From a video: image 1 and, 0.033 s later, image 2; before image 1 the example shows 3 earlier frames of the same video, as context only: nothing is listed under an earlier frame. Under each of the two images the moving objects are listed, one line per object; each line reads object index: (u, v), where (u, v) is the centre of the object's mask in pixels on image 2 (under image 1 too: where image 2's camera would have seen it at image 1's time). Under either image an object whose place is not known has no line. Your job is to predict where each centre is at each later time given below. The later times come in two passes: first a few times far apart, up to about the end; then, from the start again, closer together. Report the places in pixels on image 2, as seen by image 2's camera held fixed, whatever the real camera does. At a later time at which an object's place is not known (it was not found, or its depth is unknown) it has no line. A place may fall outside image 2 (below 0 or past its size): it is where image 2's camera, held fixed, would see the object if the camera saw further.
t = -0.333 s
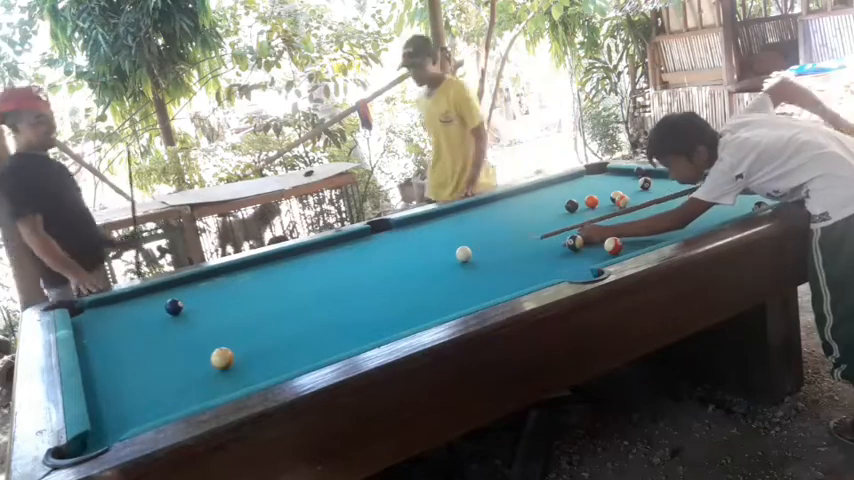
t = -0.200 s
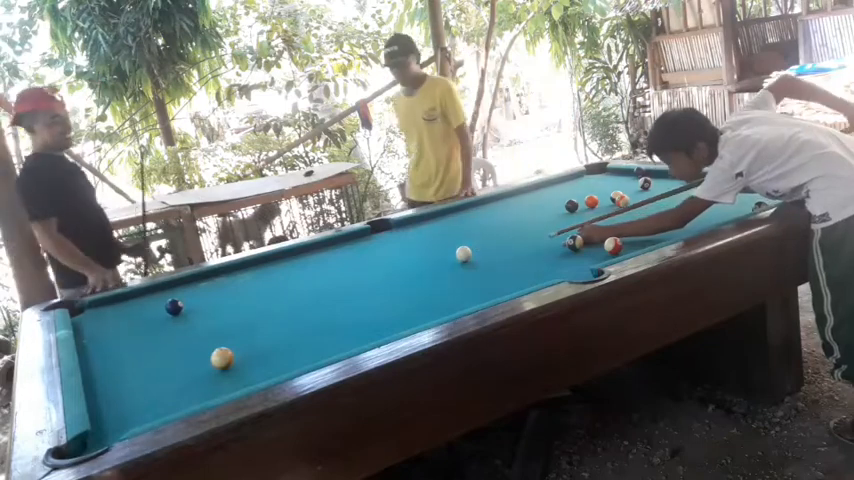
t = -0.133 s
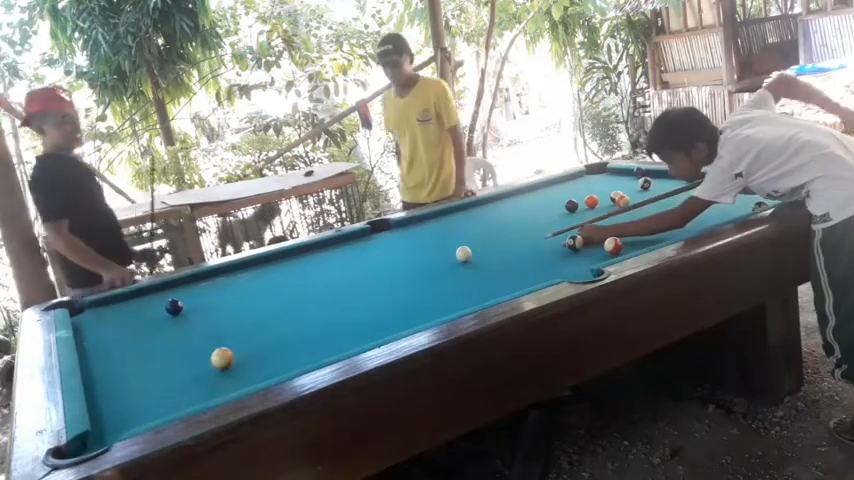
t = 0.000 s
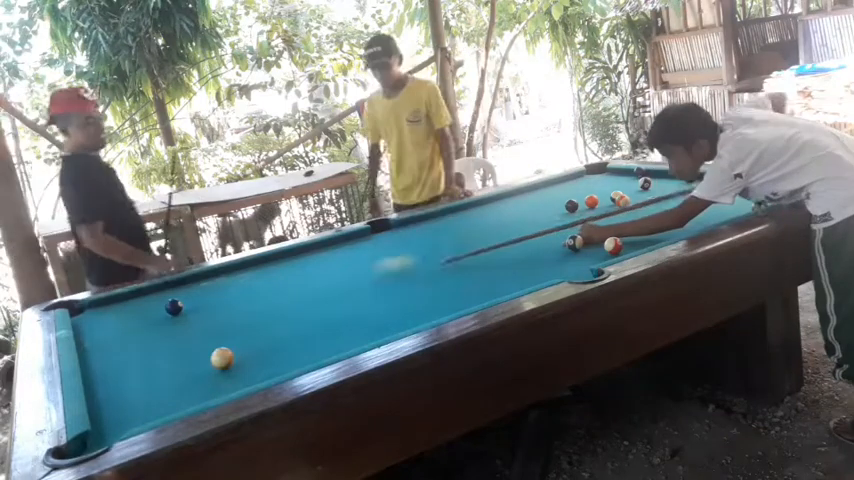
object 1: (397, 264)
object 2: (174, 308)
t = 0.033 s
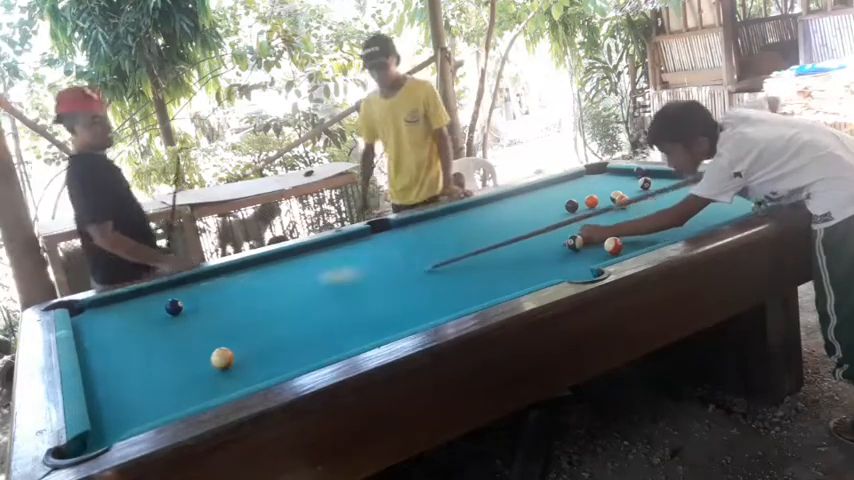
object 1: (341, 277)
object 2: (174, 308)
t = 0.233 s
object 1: (158, 315)
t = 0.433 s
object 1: (90, 360)
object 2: (183, 285)
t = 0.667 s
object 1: (147, 365)
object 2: (280, 268)
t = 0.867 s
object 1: (199, 369)
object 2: (359, 254)
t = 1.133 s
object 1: (275, 370)
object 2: (458, 235)
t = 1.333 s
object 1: (315, 356)
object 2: (528, 223)
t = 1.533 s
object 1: (344, 340)
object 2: (599, 210)
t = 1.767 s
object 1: (371, 321)
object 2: (679, 199)
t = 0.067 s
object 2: (174, 307)
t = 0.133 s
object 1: (186, 304)
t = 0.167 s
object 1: (177, 305)
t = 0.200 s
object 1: (167, 308)
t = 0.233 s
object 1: (158, 315)
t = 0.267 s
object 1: (149, 327)
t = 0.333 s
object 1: (127, 339)
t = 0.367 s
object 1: (116, 348)
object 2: (154, 291)
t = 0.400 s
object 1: (102, 354)
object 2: (168, 287)
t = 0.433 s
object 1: (90, 360)
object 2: (183, 285)
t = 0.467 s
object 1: (97, 360)
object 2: (197, 282)
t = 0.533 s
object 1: (114, 362)
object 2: (225, 277)
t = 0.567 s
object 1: (122, 363)
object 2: (241, 275)
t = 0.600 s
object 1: (130, 364)
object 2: (254, 274)
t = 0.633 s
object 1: (139, 365)
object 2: (267, 271)
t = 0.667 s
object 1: (147, 365)
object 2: (280, 268)
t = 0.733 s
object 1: (164, 366)
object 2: (307, 263)
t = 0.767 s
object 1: (173, 367)
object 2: (320, 261)
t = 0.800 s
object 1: (181, 367)
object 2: (334, 258)
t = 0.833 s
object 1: (190, 368)
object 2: (346, 257)
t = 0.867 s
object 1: (199, 369)
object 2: (359, 254)
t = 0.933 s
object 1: (218, 370)
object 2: (384, 250)
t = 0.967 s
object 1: (228, 370)
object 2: (397, 248)
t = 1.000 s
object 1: (237, 370)
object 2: (408, 245)
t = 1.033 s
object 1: (247, 371)
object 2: (420, 243)
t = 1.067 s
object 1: (256, 371)
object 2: (432, 240)
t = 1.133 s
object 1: (275, 370)
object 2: (458, 235)
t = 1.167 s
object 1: (286, 369)
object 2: (470, 234)
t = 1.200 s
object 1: (295, 367)
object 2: (481, 231)
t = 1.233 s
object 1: (301, 364)
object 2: (493, 229)
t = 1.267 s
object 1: (306, 361)
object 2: (505, 227)
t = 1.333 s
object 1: (315, 356)
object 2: (528, 223)
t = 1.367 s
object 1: (321, 353)
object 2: (541, 220)
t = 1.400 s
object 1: (325, 350)
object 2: (551, 218)
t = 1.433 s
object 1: (330, 347)
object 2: (563, 215)
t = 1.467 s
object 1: (334, 344)
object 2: (577, 215)
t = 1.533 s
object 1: (344, 340)
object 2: (599, 210)
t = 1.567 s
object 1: (348, 336)
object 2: (609, 208)
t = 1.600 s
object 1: (352, 334)
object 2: (620, 207)
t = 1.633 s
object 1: (356, 331)
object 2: (634, 204)
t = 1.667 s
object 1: (359, 328)
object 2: (645, 203)
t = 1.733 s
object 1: (367, 323)
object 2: (668, 200)
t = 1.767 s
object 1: (371, 321)
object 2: (679, 199)
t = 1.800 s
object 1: (374, 318)
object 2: (691, 198)
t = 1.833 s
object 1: (378, 315)
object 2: (702, 197)
